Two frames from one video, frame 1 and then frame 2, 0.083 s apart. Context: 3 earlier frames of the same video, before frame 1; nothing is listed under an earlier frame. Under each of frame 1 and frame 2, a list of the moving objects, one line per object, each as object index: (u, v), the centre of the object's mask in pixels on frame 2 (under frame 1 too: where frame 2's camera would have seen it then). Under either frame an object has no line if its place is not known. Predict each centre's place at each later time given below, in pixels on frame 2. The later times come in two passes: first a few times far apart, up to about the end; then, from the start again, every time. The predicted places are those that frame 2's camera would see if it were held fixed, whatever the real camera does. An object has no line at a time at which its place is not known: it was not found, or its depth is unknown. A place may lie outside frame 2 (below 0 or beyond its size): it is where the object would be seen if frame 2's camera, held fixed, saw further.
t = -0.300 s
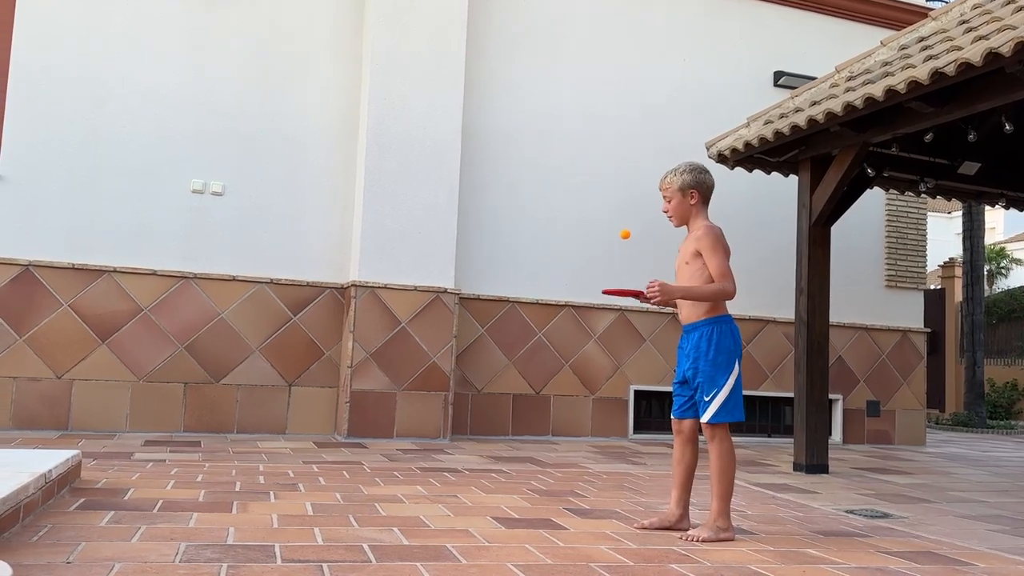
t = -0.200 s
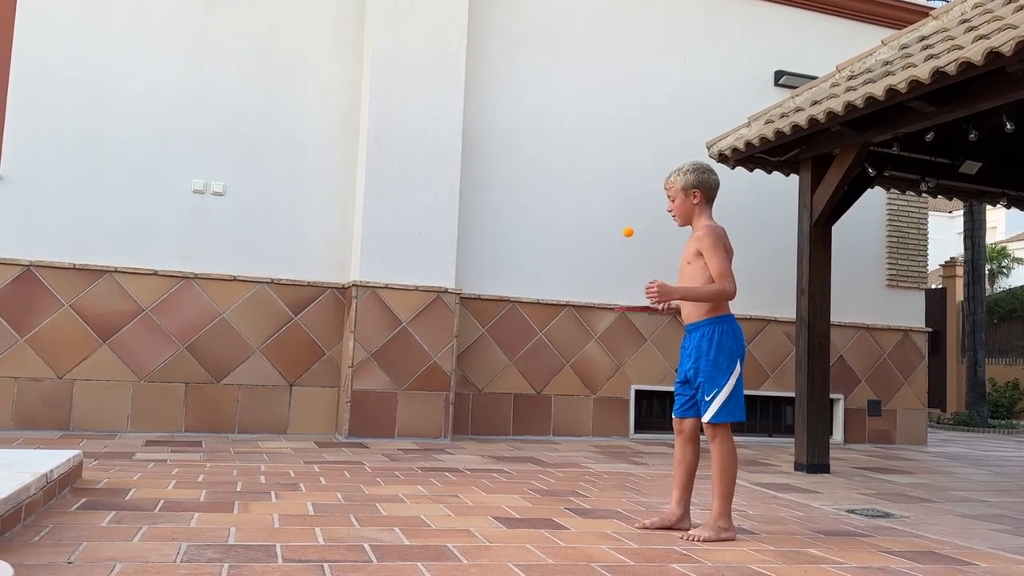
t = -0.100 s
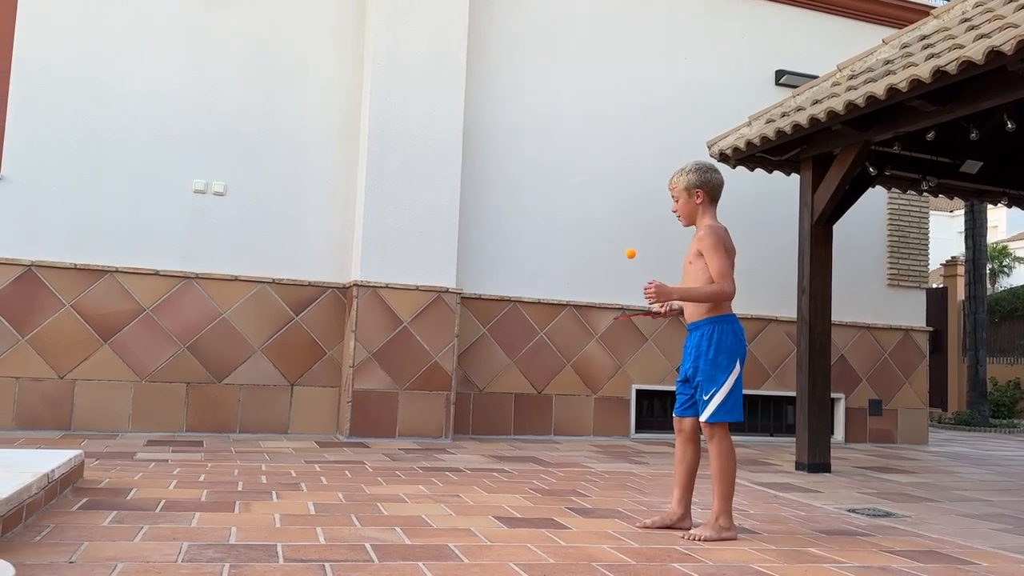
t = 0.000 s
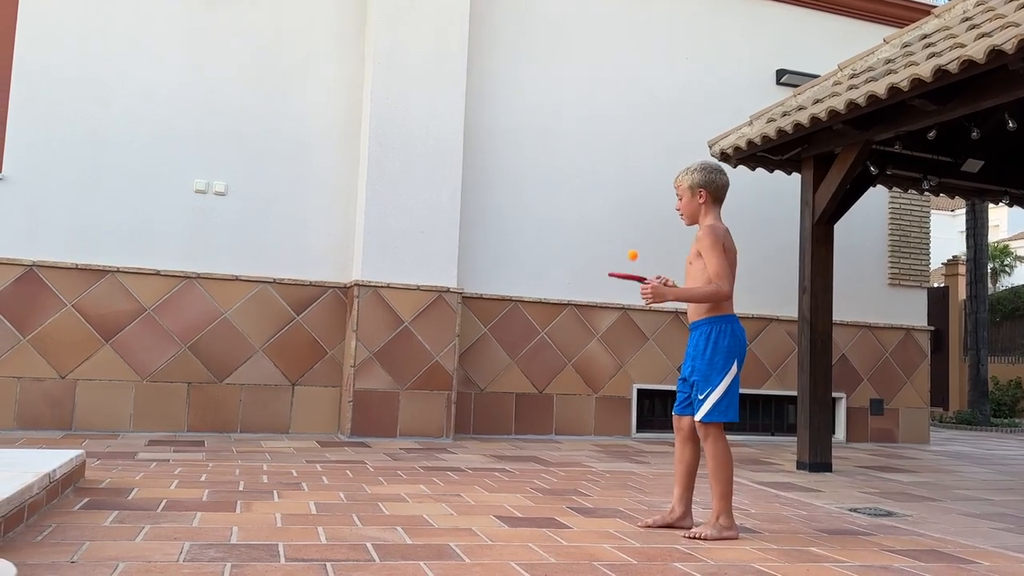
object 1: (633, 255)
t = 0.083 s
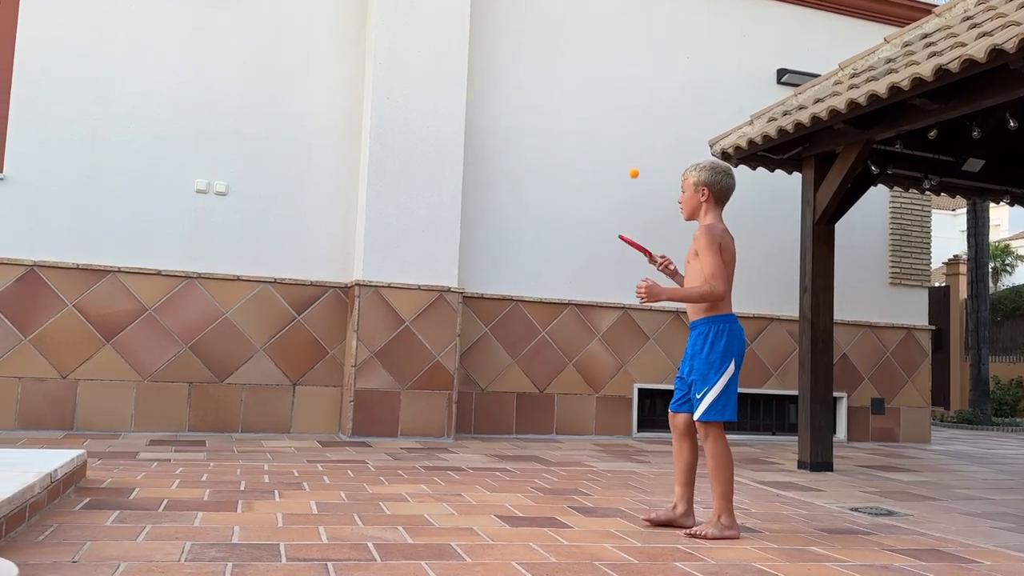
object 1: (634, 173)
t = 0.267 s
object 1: (635, 63)
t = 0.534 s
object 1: (633, 53)
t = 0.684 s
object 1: (631, 118)
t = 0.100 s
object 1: (634, 159)
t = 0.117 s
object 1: (634, 146)
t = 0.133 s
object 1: (634, 134)
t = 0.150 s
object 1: (634, 123)
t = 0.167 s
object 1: (635, 112)
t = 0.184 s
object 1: (635, 102)
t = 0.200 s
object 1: (635, 93)
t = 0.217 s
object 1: (635, 85)
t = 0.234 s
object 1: (635, 77)
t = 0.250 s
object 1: (635, 70)
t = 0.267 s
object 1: (635, 63)
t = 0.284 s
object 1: (635, 58)
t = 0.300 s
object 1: (635, 53)
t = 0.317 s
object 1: (635, 49)
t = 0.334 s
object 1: (635, 45)
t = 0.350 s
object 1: (635, 42)
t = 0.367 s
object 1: (635, 40)
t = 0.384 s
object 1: (635, 38)
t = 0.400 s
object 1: (634, 37)
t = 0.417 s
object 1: (634, 37)
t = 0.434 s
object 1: (634, 38)
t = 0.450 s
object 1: (634, 39)
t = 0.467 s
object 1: (634, 40)
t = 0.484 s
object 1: (634, 43)
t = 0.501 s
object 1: (634, 46)
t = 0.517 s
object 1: (633, 49)
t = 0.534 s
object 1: (633, 53)
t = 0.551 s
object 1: (633, 58)
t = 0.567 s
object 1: (633, 64)
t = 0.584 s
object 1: (633, 70)
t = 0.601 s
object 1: (632, 76)
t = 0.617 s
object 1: (632, 84)
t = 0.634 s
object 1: (631, 91)
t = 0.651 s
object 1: (631, 100)
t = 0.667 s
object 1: (631, 109)
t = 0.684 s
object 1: (631, 118)
